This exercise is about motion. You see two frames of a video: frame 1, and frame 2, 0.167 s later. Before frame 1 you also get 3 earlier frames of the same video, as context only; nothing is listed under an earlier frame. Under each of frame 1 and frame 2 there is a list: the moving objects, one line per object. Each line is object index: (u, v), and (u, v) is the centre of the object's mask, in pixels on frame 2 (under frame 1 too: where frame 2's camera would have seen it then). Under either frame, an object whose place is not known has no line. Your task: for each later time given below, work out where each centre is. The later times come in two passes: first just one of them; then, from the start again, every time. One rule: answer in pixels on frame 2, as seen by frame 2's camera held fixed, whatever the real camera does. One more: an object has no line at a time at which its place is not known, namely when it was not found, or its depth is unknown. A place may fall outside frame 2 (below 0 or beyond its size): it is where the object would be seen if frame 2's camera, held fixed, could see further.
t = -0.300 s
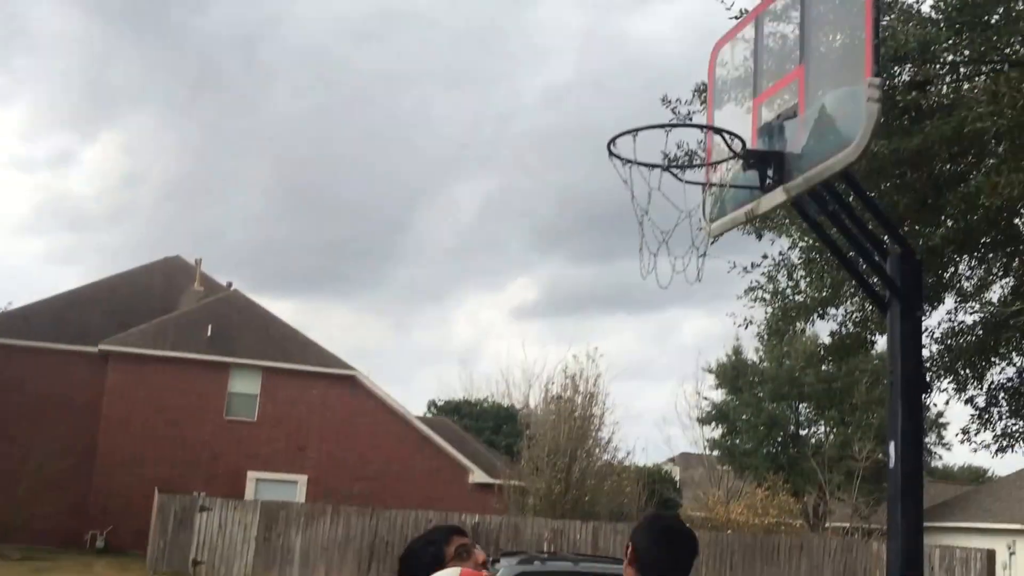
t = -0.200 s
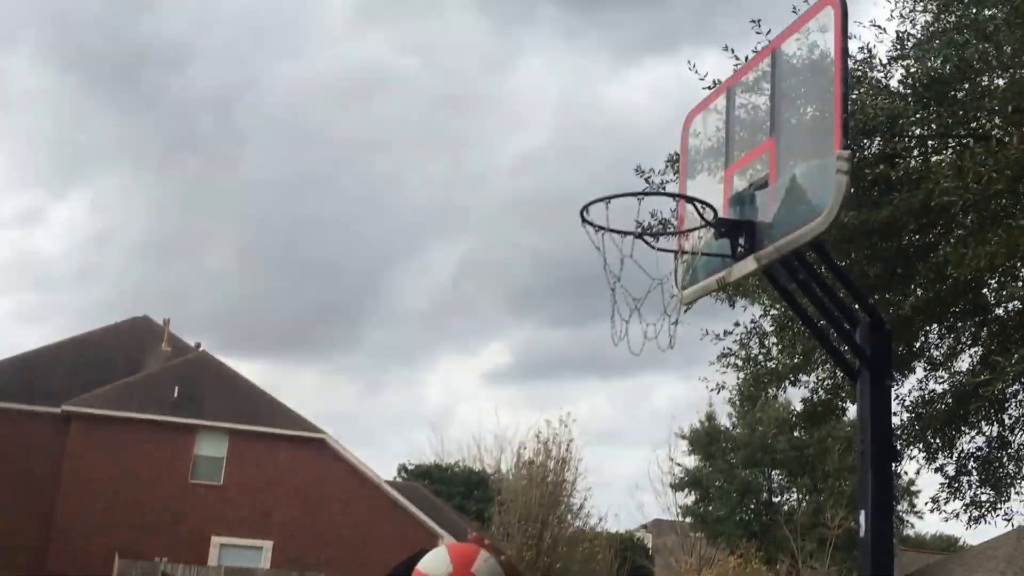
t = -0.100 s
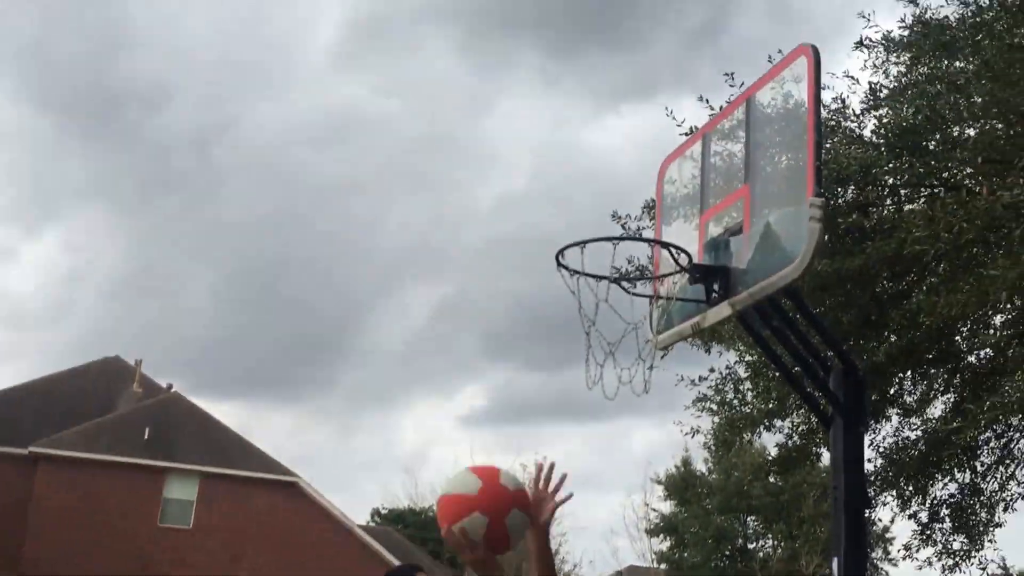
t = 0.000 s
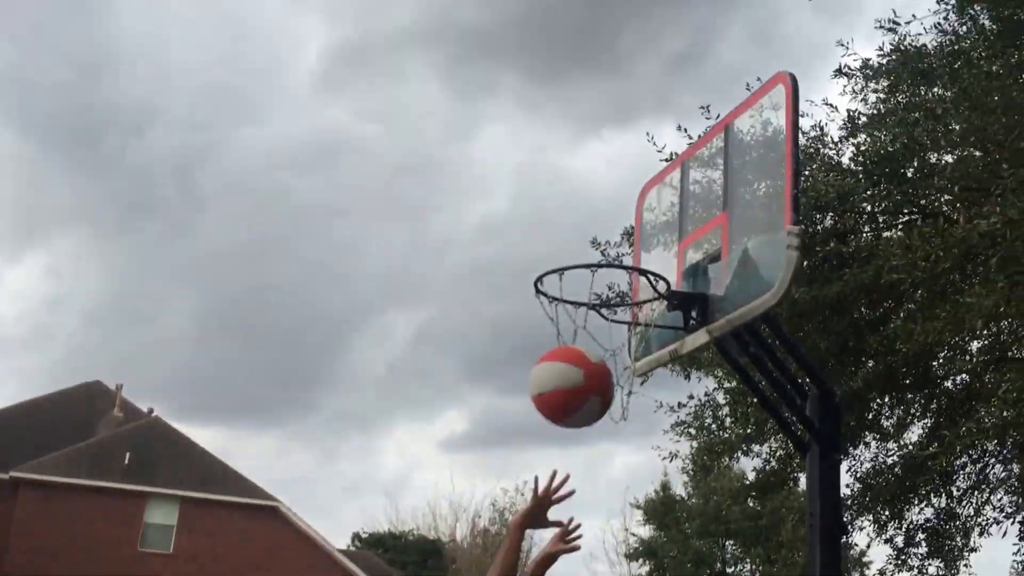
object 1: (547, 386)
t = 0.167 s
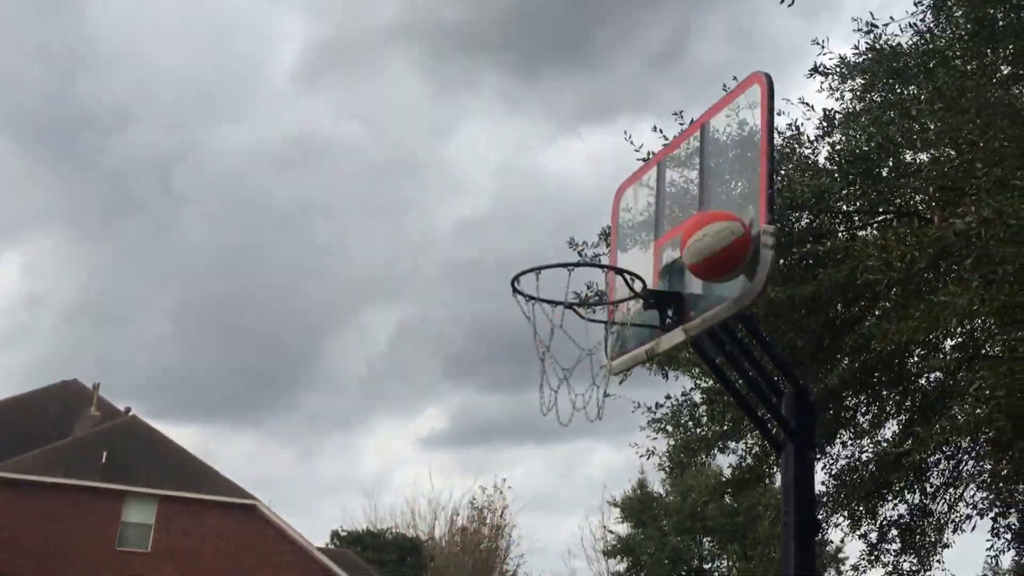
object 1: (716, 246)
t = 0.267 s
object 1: (681, 224)
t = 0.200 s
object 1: (708, 237)
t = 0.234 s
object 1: (694, 229)
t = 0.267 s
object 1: (681, 224)
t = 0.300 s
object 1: (668, 223)
